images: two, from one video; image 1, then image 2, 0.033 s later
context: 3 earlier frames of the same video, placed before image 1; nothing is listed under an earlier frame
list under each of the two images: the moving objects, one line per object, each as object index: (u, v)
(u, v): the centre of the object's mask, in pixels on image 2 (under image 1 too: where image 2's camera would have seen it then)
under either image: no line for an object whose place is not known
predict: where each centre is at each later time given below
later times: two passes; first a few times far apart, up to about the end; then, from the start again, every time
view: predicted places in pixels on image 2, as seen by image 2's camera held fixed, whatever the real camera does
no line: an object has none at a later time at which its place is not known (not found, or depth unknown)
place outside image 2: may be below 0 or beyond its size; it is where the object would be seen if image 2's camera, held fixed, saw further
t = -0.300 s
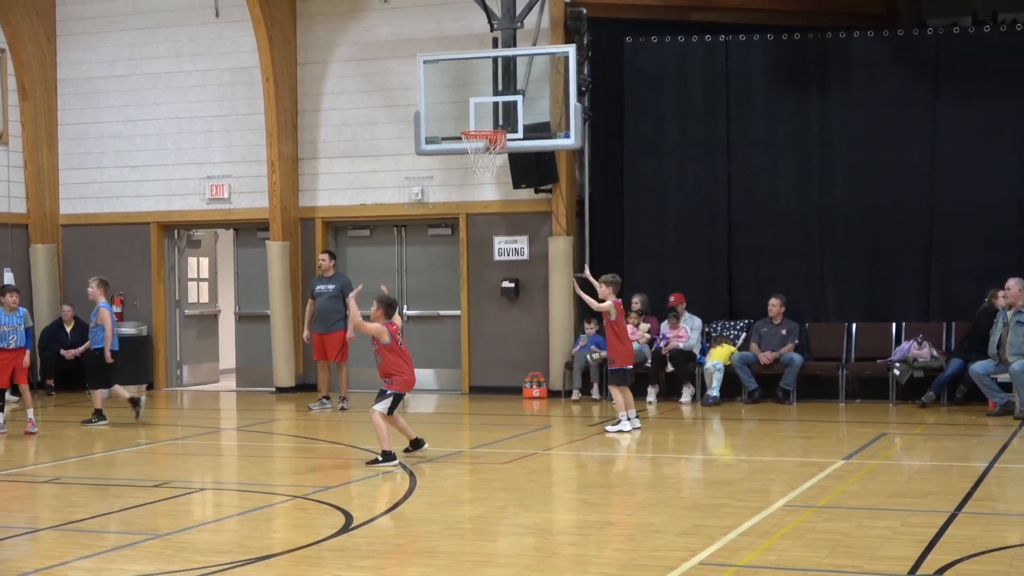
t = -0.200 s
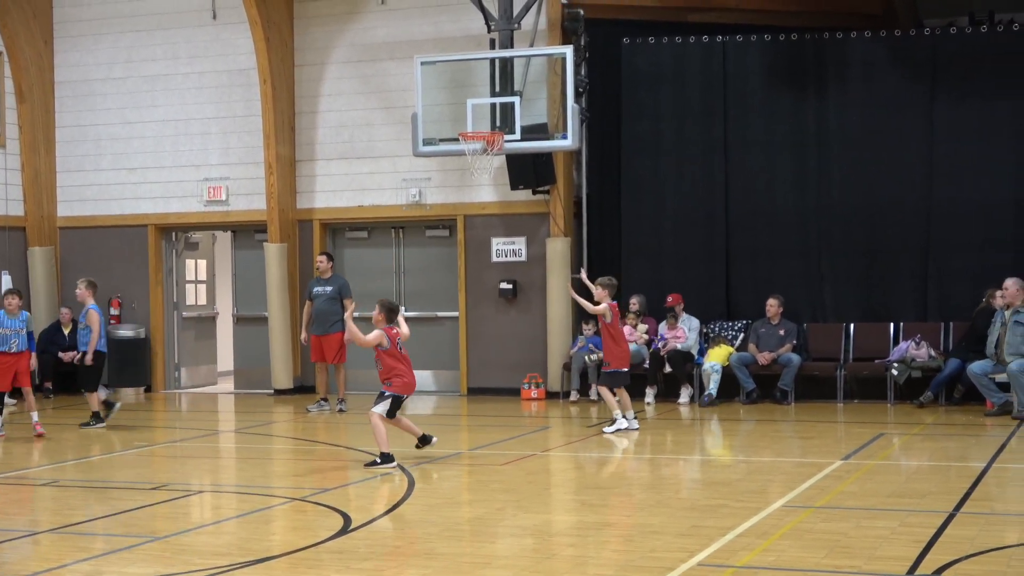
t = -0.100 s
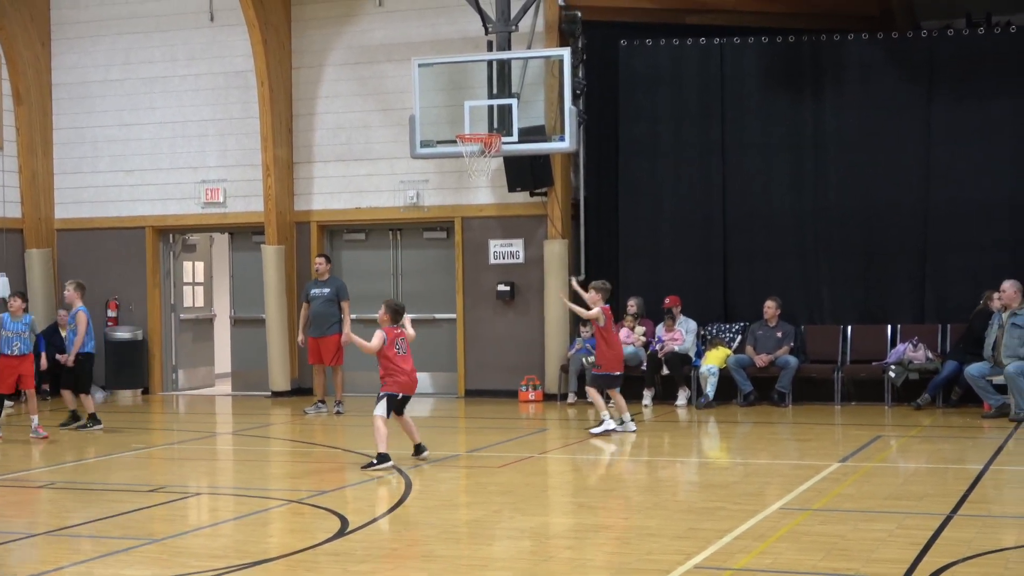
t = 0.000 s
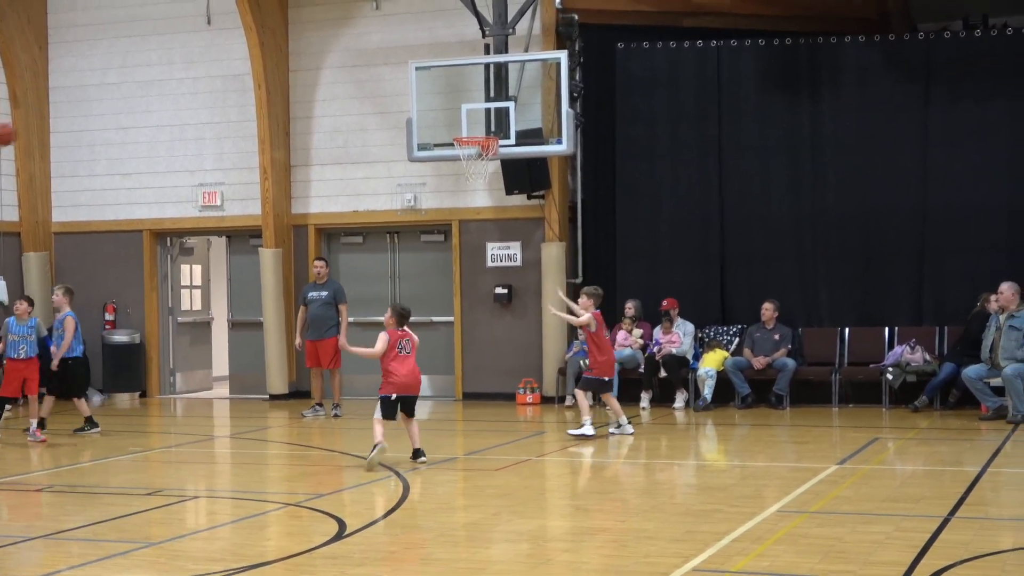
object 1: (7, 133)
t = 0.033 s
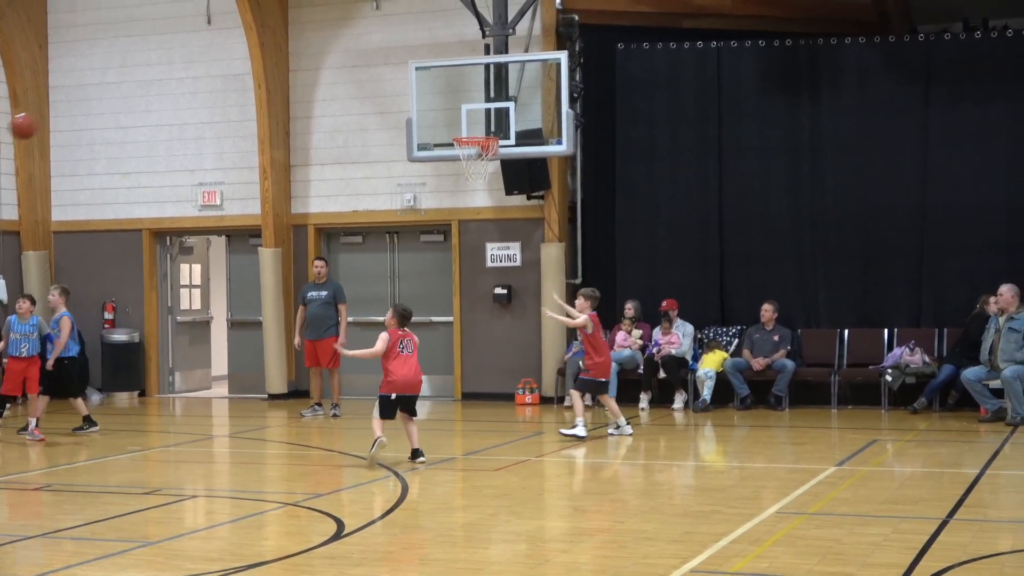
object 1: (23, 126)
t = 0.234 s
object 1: (144, 116)
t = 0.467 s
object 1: (283, 160)
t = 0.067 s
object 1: (44, 121)
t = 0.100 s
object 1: (64, 118)
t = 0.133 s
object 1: (84, 115)
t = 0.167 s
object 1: (104, 115)
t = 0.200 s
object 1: (124, 115)
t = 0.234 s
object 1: (144, 116)
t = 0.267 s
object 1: (163, 119)
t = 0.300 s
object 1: (183, 123)
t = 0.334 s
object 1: (203, 128)
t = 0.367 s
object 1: (223, 134)
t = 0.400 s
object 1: (242, 141)
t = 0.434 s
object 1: (263, 150)
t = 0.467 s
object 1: (283, 160)
